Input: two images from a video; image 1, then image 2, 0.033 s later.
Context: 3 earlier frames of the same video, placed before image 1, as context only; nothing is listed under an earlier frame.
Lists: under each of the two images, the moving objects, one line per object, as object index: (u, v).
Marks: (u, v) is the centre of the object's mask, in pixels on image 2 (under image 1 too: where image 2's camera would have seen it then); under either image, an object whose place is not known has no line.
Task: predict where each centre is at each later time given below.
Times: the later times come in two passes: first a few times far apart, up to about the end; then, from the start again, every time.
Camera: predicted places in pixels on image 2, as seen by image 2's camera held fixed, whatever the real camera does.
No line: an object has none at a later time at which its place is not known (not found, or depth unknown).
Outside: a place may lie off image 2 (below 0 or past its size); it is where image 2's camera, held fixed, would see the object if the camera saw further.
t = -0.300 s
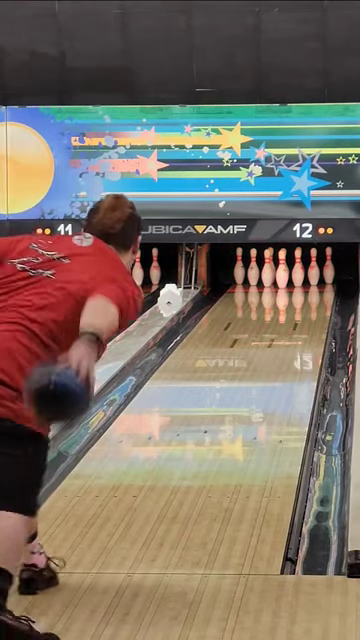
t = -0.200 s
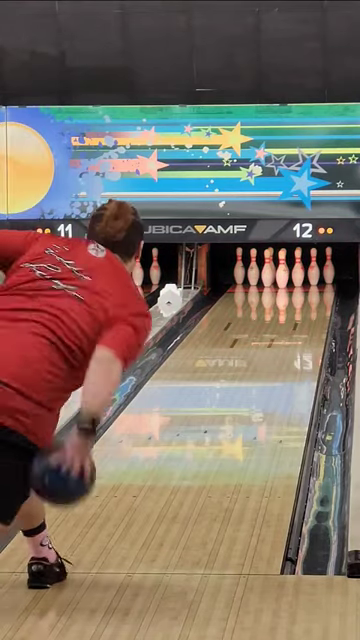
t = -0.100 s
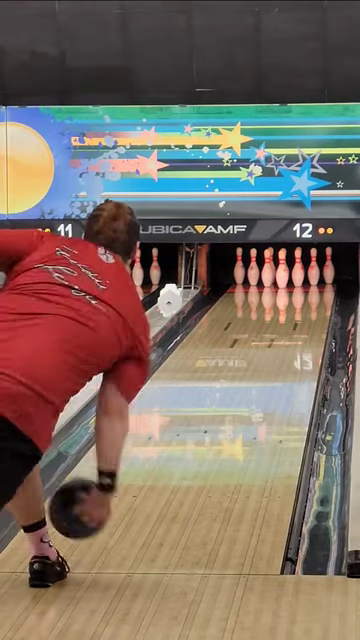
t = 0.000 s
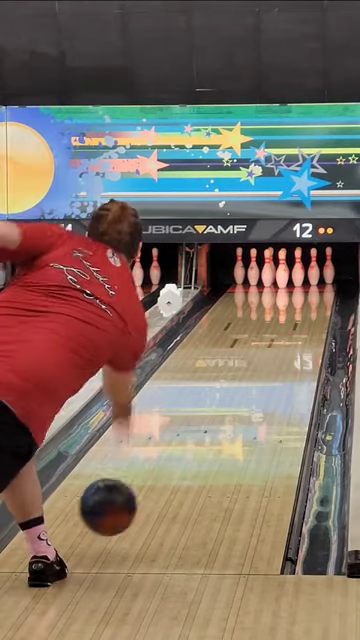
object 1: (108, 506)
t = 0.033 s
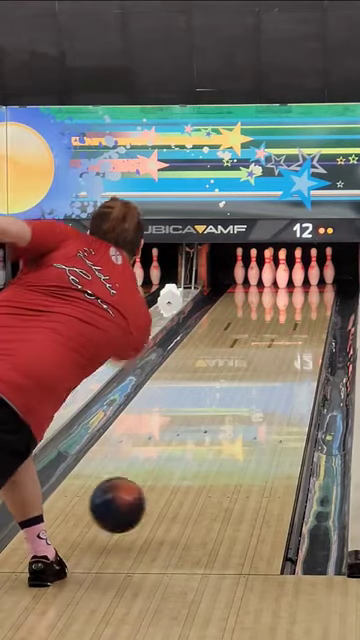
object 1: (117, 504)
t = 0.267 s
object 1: (172, 469)
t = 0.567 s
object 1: (222, 418)
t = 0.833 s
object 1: (254, 384)
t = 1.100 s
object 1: (278, 357)
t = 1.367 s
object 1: (294, 336)
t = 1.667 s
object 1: (308, 318)
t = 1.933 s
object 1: (313, 304)
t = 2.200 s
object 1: (311, 292)
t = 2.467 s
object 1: (303, 283)
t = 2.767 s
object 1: (297, 276)
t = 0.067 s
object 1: (126, 505)
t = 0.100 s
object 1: (135, 504)
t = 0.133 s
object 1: (143, 495)
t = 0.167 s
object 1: (151, 489)
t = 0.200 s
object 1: (158, 482)
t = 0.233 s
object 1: (165, 475)
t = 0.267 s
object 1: (172, 469)
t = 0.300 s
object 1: (178, 462)
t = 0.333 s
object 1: (185, 456)
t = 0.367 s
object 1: (191, 449)
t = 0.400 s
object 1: (197, 444)
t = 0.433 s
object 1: (202, 438)
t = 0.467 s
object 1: (207, 433)
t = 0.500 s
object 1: (212, 428)
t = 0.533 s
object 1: (218, 423)
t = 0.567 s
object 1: (222, 418)
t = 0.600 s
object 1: (227, 413)
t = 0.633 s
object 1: (231, 409)
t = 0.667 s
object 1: (235, 404)
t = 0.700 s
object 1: (239, 400)
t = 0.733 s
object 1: (243, 396)
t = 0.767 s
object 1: (247, 392)
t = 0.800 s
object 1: (251, 388)
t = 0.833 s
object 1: (254, 384)
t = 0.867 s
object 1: (257, 380)
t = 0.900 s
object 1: (261, 377)
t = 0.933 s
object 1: (264, 373)
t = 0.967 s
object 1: (267, 370)
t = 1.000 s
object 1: (270, 366)
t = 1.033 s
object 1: (273, 363)
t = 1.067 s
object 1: (275, 360)
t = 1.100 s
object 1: (278, 357)
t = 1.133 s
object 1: (280, 354)
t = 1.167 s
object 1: (282, 352)
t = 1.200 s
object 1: (284, 349)
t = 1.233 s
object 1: (287, 346)
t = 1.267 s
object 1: (289, 344)
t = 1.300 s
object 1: (291, 342)
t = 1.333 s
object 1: (293, 338)
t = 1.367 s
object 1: (294, 336)
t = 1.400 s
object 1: (296, 334)
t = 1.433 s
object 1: (298, 332)
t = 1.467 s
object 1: (300, 330)
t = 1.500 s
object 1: (301, 327)
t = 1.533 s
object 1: (302, 326)
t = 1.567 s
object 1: (304, 323)
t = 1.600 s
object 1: (305, 321)
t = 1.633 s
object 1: (307, 320)
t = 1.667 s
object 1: (308, 318)
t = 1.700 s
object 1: (308, 316)
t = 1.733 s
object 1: (310, 314)
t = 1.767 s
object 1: (311, 312)
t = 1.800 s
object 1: (311, 310)
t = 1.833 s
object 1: (312, 309)
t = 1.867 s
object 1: (312, 307)
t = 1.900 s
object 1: (313, 305)
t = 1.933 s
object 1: (313, 304)
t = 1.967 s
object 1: (313, 302)
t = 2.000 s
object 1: (313, 301)
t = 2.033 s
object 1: (313, 300)
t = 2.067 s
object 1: (313, 298)
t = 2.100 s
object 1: (313, 296)
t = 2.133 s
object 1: (313, 295)
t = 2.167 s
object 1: (312, 293)
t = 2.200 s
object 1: (311, 292)
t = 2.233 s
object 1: (310, 291)
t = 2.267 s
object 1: (309, 290)
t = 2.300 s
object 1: (309, 288)
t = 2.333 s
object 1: (308, 287)
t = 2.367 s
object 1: (306, 286)
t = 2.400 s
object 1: (305, 285)
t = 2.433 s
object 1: (304, 284)
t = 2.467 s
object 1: (303, 283)
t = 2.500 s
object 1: (300, 282)
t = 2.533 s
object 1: (299, 281)
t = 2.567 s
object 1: (298, 281)
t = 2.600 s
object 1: (296, 280)
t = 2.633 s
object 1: (295, 279)
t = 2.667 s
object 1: (295, 278)
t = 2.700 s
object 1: (295, 277)
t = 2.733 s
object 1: (297, 276)
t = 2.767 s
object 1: (297, 276)
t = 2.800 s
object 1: (298, 277)
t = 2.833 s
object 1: (302, 275)
